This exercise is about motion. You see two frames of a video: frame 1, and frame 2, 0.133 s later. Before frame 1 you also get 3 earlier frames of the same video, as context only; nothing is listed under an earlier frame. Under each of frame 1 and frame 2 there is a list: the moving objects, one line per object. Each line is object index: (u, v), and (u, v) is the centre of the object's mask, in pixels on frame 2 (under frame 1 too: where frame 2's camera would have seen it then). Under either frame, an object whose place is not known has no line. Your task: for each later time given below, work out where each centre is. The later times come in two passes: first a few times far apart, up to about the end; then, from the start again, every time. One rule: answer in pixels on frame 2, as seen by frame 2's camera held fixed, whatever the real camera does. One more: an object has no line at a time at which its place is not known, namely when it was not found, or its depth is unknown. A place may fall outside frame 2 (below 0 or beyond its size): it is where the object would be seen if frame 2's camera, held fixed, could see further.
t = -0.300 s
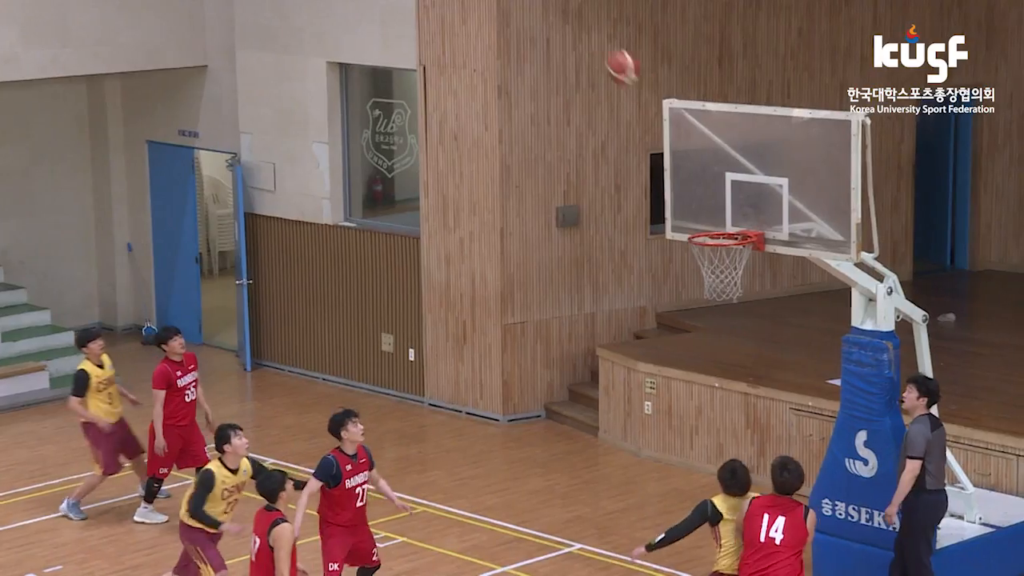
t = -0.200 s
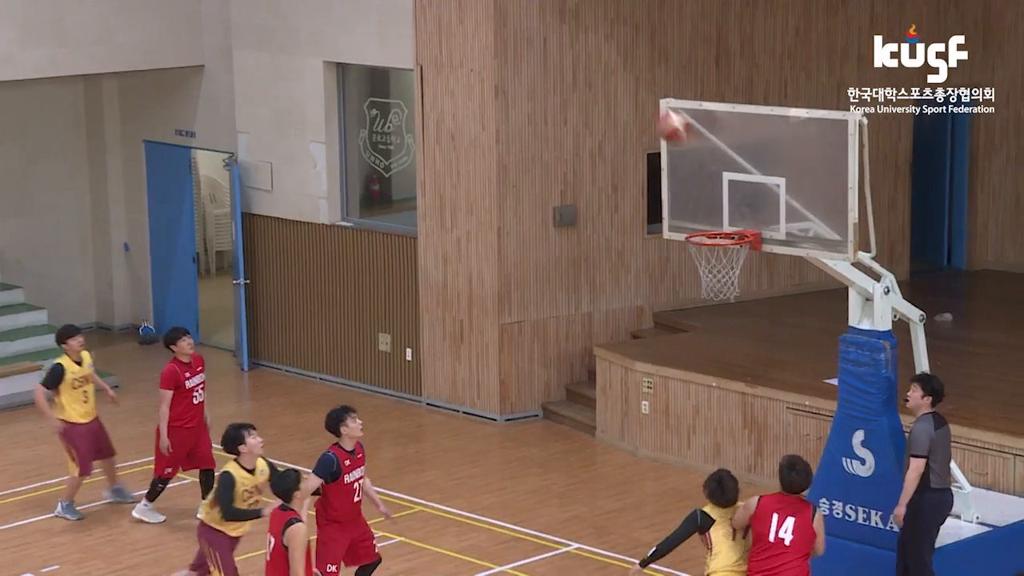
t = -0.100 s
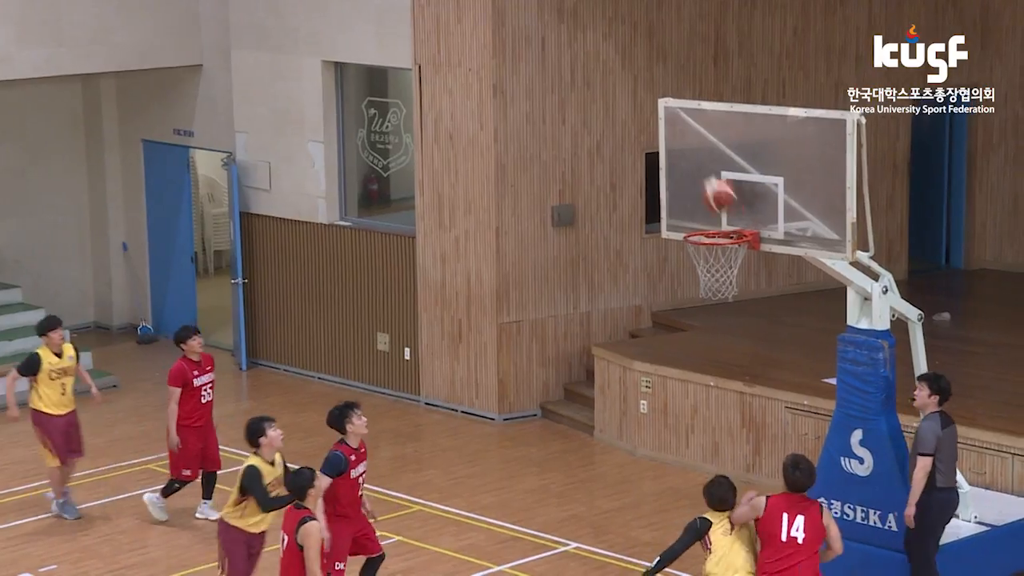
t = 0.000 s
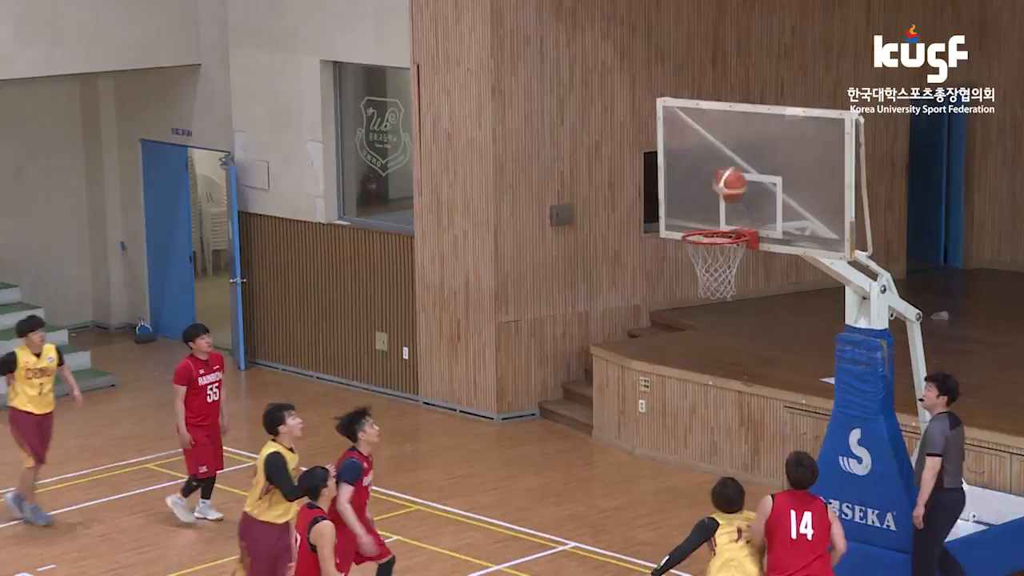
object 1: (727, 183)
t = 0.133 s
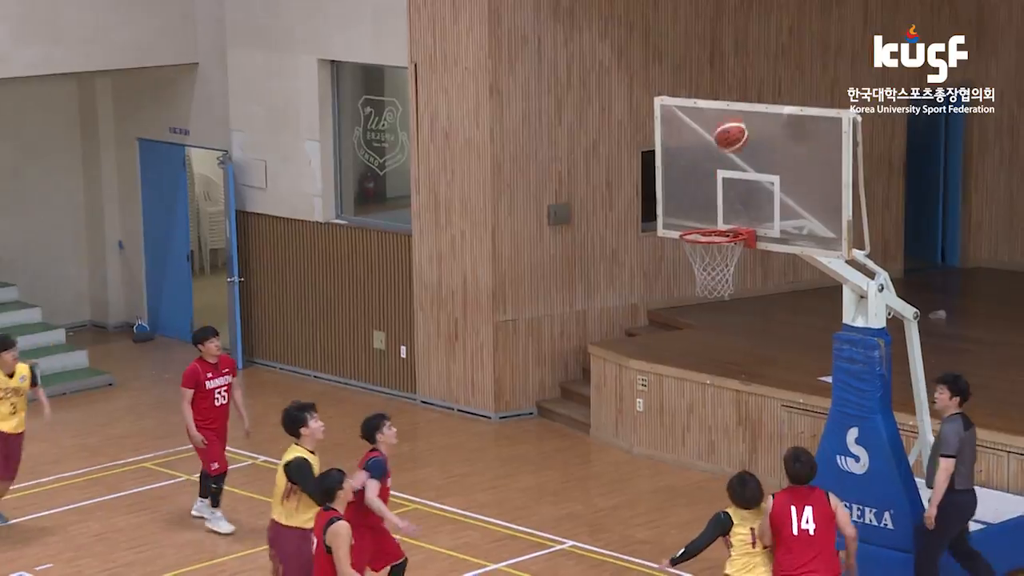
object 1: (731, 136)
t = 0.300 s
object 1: (735, 106)
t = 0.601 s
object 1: (744, 151)
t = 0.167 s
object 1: (731, 125)
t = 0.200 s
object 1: (732, 119)
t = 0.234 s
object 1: (733, 113)
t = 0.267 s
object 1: (735, 108)
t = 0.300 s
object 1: (735, 106)
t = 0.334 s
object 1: (737, 105)
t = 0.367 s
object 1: (737, 105)
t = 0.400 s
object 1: (738, 107)
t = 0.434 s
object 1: (739, 111)
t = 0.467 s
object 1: (741, 115)
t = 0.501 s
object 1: (741, 122)
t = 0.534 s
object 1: (743, 130)
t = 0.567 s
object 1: (743, 139)
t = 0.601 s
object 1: (744, 151)
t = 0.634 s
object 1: (744, 164)
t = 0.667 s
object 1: (744, 182)
